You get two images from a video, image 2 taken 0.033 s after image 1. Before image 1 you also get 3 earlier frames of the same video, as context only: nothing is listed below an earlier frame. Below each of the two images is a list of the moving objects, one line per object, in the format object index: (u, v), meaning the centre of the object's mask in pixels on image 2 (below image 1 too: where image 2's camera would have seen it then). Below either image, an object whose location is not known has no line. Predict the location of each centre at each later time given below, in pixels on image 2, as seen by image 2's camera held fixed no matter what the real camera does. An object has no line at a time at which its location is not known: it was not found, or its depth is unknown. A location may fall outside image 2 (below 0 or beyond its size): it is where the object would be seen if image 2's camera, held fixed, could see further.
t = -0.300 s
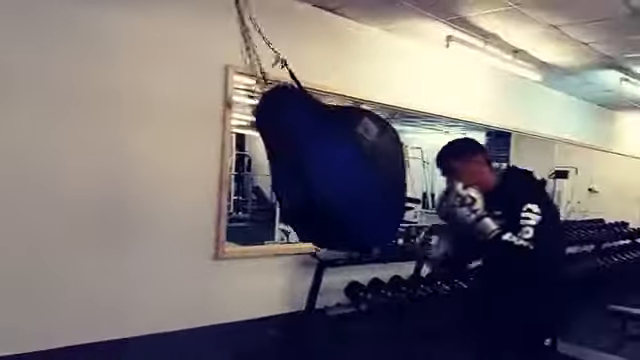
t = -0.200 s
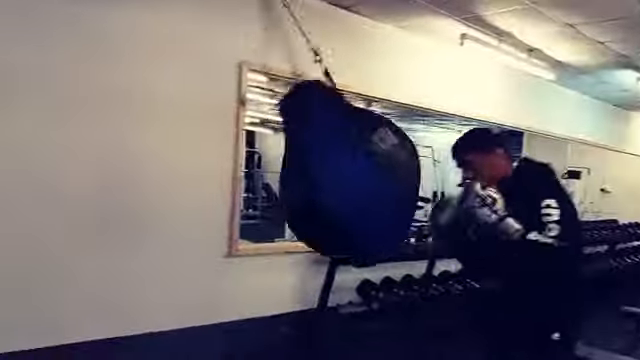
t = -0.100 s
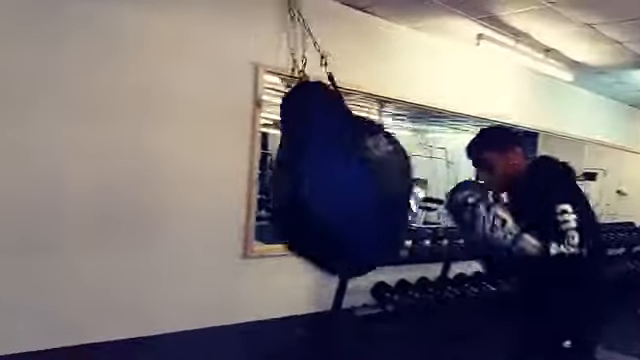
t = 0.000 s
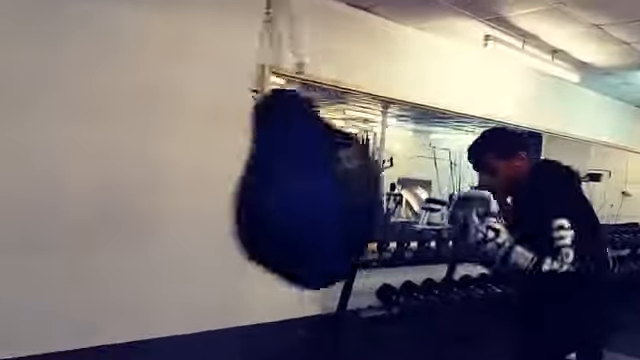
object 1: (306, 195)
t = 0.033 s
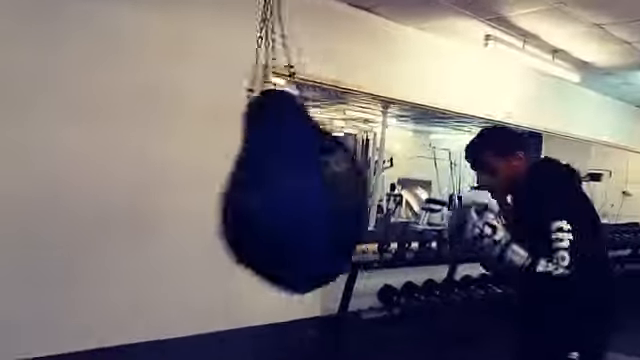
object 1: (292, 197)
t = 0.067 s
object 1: (278, 199)
